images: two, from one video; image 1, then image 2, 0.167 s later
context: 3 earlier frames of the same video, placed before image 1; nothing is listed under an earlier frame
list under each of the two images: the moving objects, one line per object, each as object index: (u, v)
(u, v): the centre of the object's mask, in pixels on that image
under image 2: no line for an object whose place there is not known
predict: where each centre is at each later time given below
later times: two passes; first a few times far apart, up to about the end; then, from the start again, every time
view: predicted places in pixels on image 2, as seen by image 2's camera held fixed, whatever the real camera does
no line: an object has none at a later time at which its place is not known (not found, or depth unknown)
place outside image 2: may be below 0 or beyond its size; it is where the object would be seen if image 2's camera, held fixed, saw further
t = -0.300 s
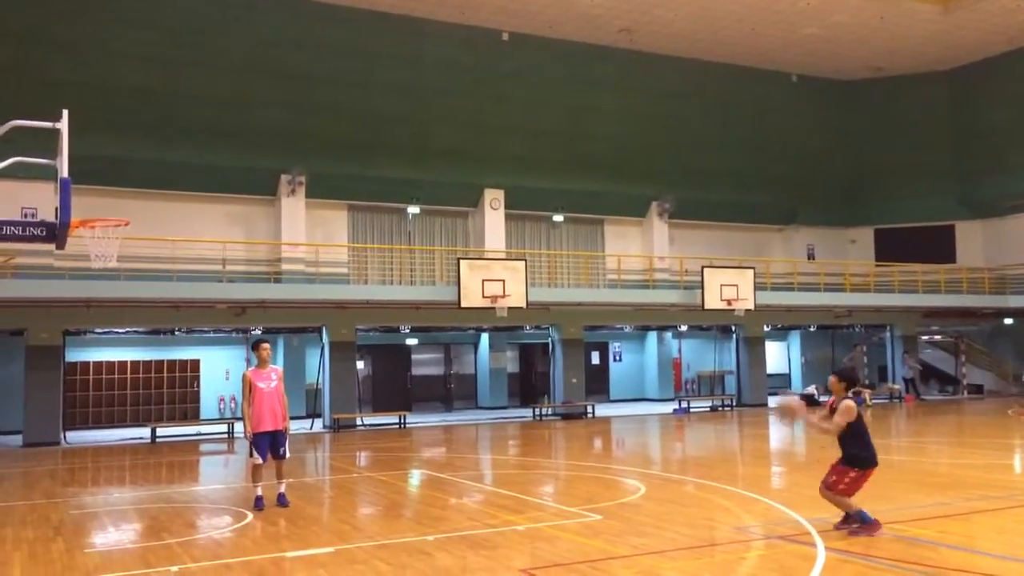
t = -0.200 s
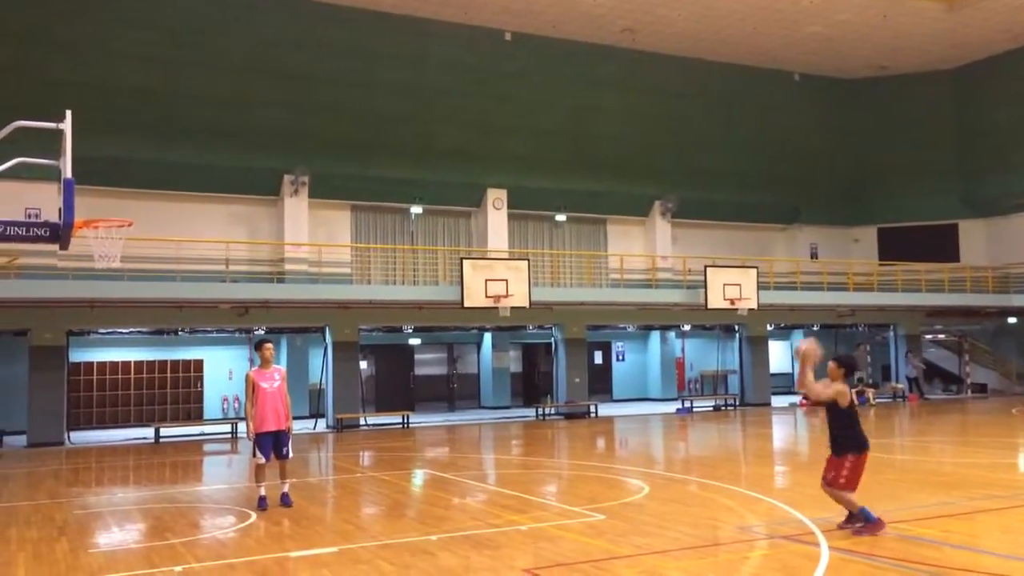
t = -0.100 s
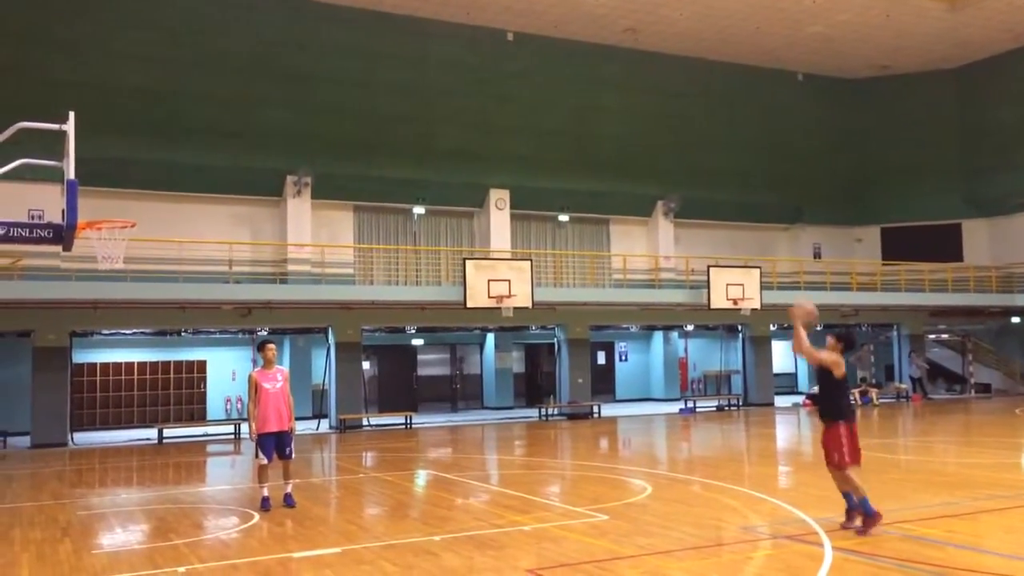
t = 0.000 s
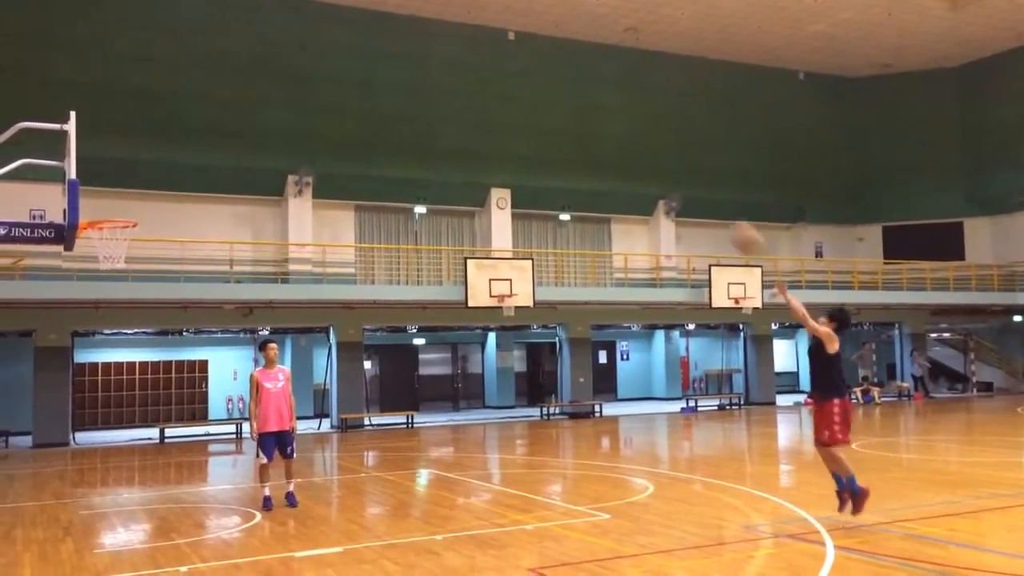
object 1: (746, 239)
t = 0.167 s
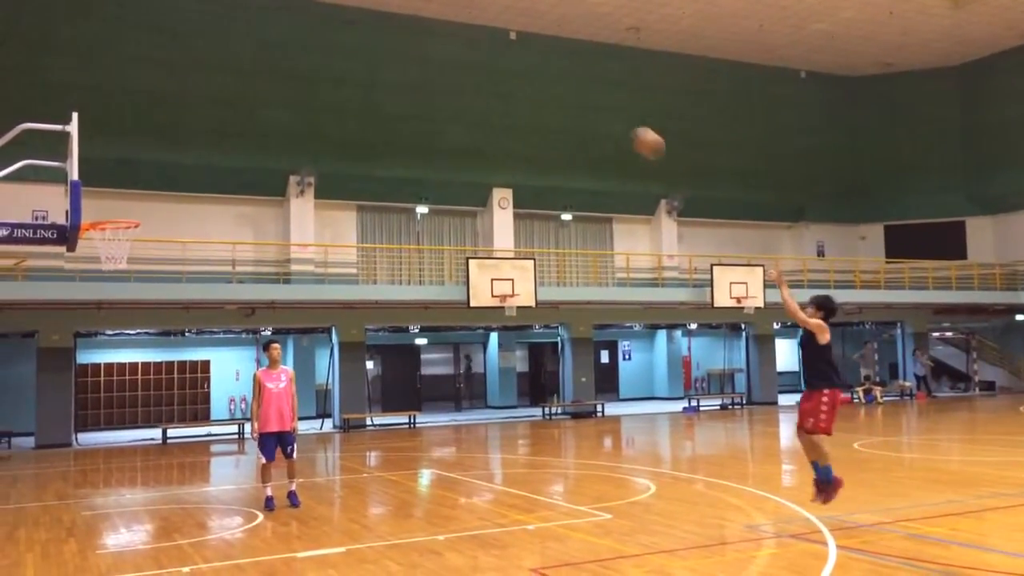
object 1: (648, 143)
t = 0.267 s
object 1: (590, 102)
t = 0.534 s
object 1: (447, 41)
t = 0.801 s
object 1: (317, 50)
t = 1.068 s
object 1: (193, 125)
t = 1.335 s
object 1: (119, 221)
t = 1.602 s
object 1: (138, 176)
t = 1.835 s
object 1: (178, 178)
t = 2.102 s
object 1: (224, 246)
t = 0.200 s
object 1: (629, 128)
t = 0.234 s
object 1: (609, 115)
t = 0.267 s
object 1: (590, 102)
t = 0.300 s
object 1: (571, 89)
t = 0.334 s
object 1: (553, 79)
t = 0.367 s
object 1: (534, 70)
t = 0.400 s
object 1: (517, 62)
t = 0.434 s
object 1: (499, 55)
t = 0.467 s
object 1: (481, 49)
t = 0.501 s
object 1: (464, 44)
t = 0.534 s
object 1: (447, 41)
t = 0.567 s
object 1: (430, 38)
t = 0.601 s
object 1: (414, 37)
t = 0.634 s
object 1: (397, 36)
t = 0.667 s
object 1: (380, 37)
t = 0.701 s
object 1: (365, 39)
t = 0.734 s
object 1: (349, 42)
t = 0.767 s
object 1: (332, 45)
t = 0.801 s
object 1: (317, 50)
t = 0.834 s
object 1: (300, 56)
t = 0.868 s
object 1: (284, 63)
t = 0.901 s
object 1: (268, 71)
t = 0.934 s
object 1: (253, 80)
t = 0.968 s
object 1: (238, 89)
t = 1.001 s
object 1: (223, 101)
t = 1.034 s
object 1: (208, 112)
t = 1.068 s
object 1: (193, 125)
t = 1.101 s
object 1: (178, 138)
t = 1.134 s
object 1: (163, 153)
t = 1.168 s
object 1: (148, 168)
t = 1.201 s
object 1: (134, 182)
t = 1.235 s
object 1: (116, 204)
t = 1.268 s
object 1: (102, 222)
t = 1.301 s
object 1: (117, 221)
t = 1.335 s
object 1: (119, 221)
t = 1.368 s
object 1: (105, 220)
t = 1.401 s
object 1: (105, 214)
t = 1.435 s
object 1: (111, 206)
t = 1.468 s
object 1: (116, 198)
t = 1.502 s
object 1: (123, 191)
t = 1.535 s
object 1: (128, 184)
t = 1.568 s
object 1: (133, 179)
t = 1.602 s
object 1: (138, 176)
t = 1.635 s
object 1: (144, 174)
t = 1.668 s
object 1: (150, 171)
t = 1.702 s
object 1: (155, 170)
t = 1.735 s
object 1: (161, 170)
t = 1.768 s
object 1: (166, 172)
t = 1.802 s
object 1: (172, 174)
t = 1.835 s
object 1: (178, 178)
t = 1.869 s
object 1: (184, 181)
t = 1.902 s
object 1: (189, 186)
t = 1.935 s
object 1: (194, 193)
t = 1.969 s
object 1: (200, 201)
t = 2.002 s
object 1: (206, 212)
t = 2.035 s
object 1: (212, 222)
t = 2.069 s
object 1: (218, 234)
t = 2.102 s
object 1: (224, 246)
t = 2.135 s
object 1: (228, 259)
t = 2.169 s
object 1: (236, 273)
